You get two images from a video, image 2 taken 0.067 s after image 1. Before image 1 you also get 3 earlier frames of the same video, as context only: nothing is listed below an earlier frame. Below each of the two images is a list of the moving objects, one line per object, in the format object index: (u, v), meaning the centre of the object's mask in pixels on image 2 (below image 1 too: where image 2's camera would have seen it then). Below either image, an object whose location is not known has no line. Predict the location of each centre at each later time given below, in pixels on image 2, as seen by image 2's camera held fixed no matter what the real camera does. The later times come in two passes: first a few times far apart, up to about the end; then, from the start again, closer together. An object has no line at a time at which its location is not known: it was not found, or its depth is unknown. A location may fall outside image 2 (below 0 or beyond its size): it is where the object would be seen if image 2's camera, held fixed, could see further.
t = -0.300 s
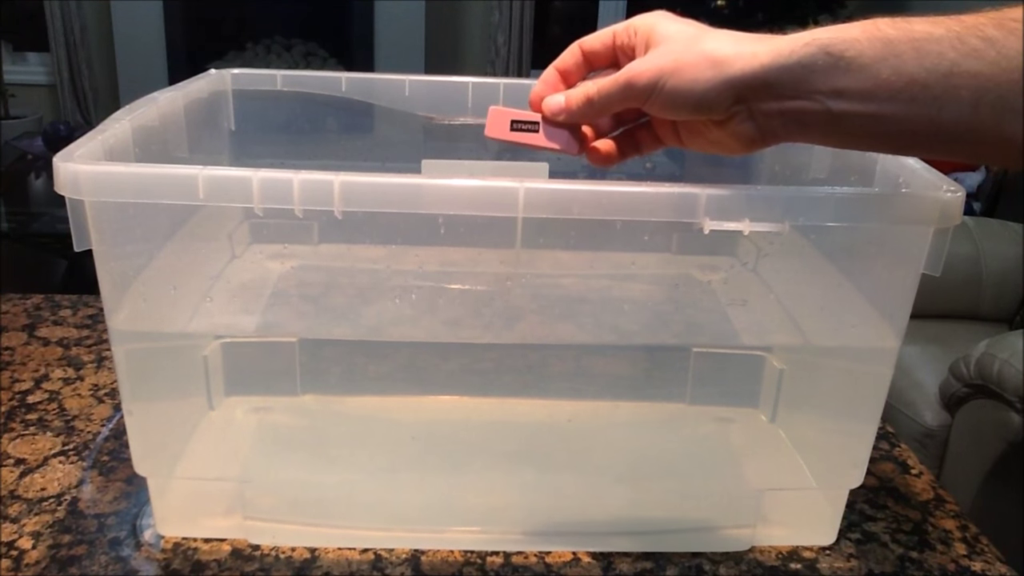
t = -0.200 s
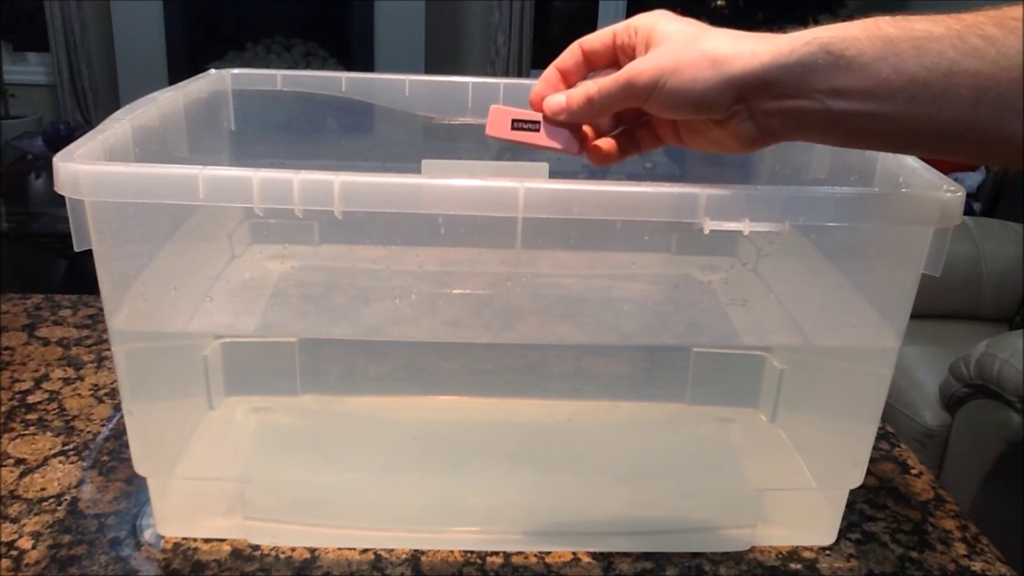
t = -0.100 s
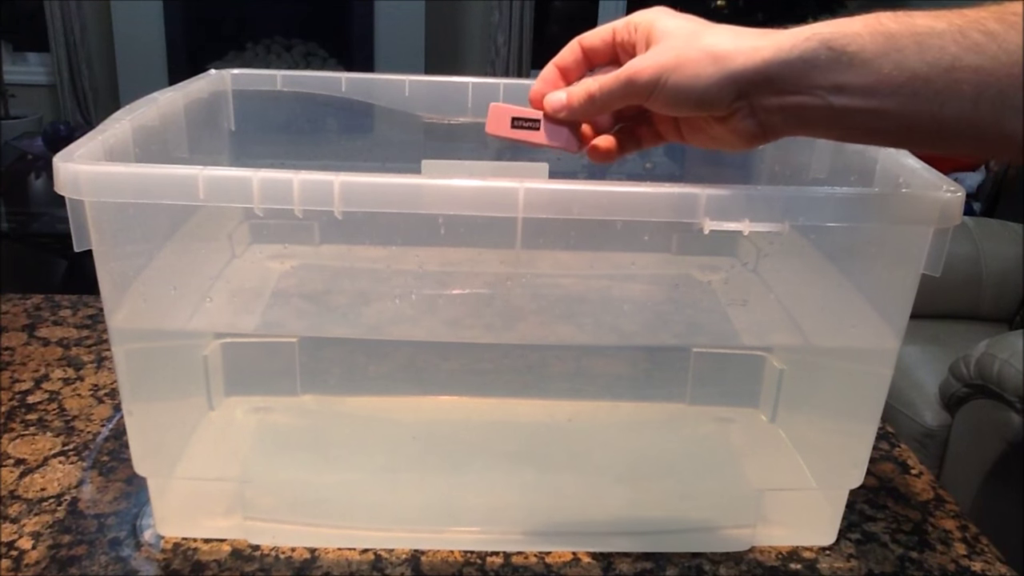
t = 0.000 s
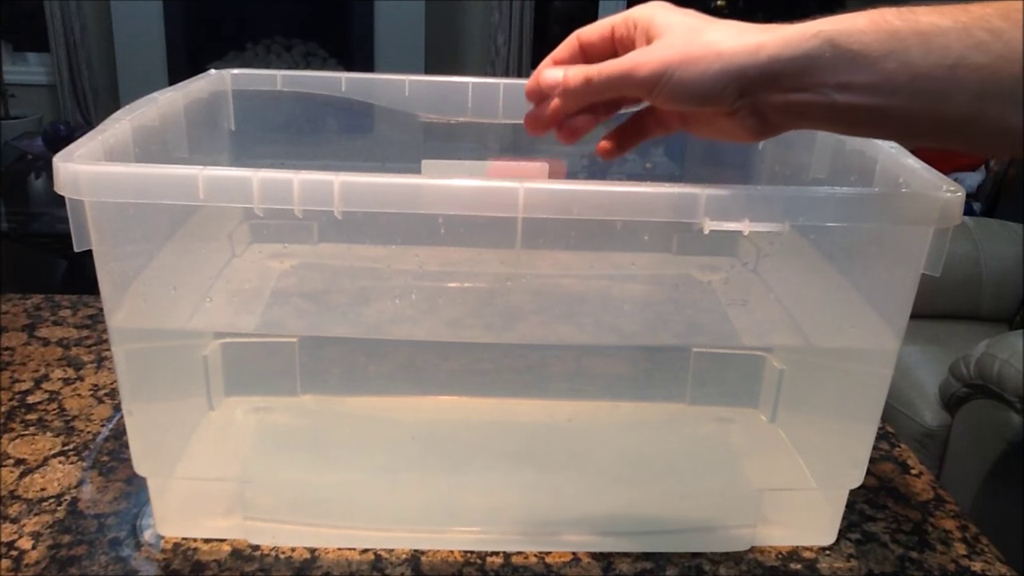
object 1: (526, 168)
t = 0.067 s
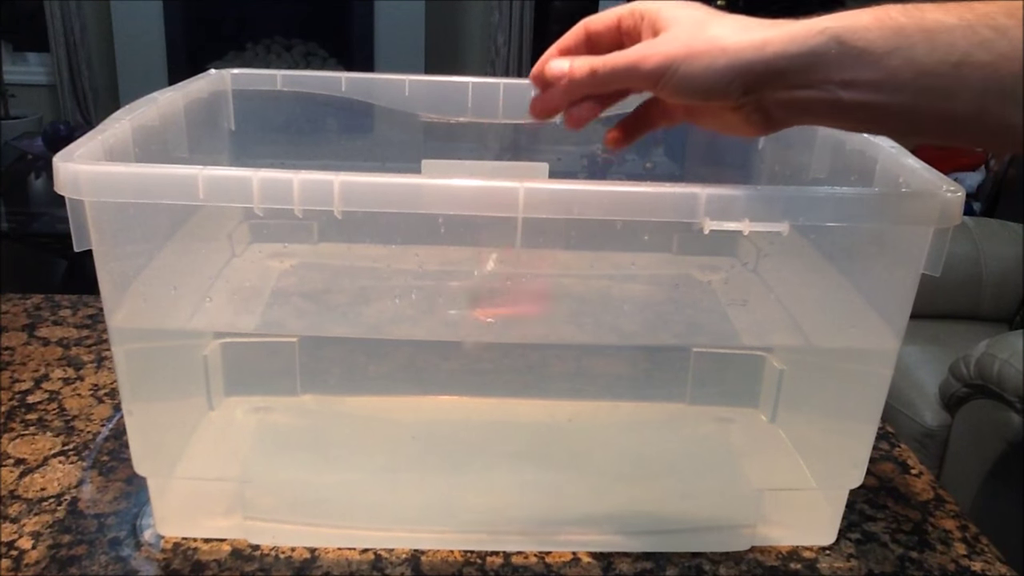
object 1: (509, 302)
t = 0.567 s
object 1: (499, 513)
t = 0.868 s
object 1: (503, 512)
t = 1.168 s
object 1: (502, 512)
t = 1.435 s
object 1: (502, 513)
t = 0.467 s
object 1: (495, 500)
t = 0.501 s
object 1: (495, 509)
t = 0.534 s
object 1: (494, 515)
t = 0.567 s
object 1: (499, 513)
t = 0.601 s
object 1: (501, 512)
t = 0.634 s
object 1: (500, 511)
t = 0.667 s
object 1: (502, 512)
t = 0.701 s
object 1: (501, 511)
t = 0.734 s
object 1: (500, 512)
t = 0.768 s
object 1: (501, 512)
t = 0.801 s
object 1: (500, 512)
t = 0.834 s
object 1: (503, 512)
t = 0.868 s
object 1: (503, 512)
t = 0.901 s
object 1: (502, 511)
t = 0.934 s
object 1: (501, 512)
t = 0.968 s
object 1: (502, 512)
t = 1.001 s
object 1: (501, 513)
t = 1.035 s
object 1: (501, 513)
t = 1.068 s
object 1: (501, 513)
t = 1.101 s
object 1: (501, 513)
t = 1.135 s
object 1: (503, 512)
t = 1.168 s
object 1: (502, 512)
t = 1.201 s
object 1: (501, 513)
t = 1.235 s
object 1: (501, 513)
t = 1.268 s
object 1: (502, 512)
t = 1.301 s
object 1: (501, 512)
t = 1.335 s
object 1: (501, 512)
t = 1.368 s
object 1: (502, 512)
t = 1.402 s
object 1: (502, 512)
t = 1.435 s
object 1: (502, 513)
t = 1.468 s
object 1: (501, 512)
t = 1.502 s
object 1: (502, 512)
